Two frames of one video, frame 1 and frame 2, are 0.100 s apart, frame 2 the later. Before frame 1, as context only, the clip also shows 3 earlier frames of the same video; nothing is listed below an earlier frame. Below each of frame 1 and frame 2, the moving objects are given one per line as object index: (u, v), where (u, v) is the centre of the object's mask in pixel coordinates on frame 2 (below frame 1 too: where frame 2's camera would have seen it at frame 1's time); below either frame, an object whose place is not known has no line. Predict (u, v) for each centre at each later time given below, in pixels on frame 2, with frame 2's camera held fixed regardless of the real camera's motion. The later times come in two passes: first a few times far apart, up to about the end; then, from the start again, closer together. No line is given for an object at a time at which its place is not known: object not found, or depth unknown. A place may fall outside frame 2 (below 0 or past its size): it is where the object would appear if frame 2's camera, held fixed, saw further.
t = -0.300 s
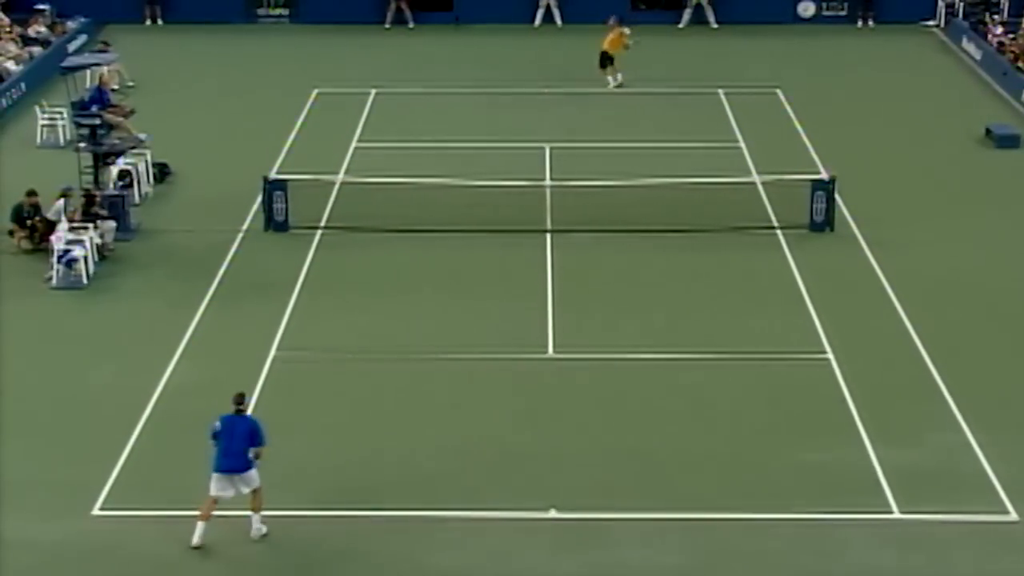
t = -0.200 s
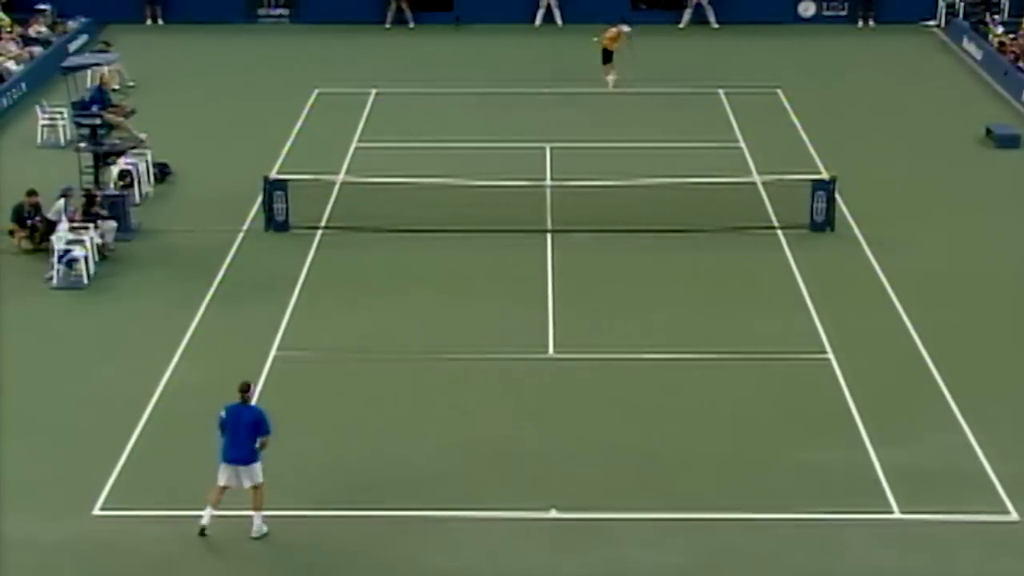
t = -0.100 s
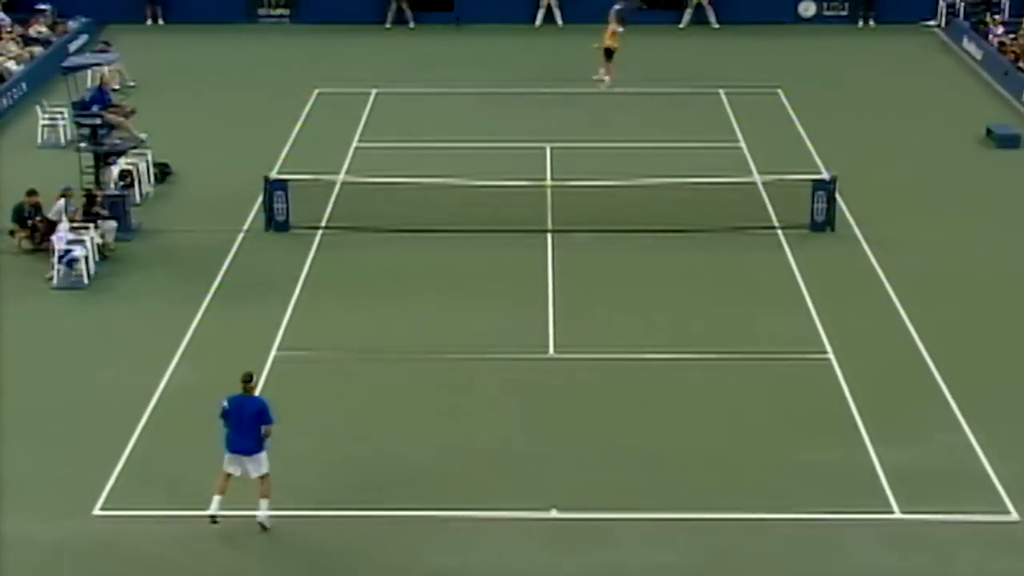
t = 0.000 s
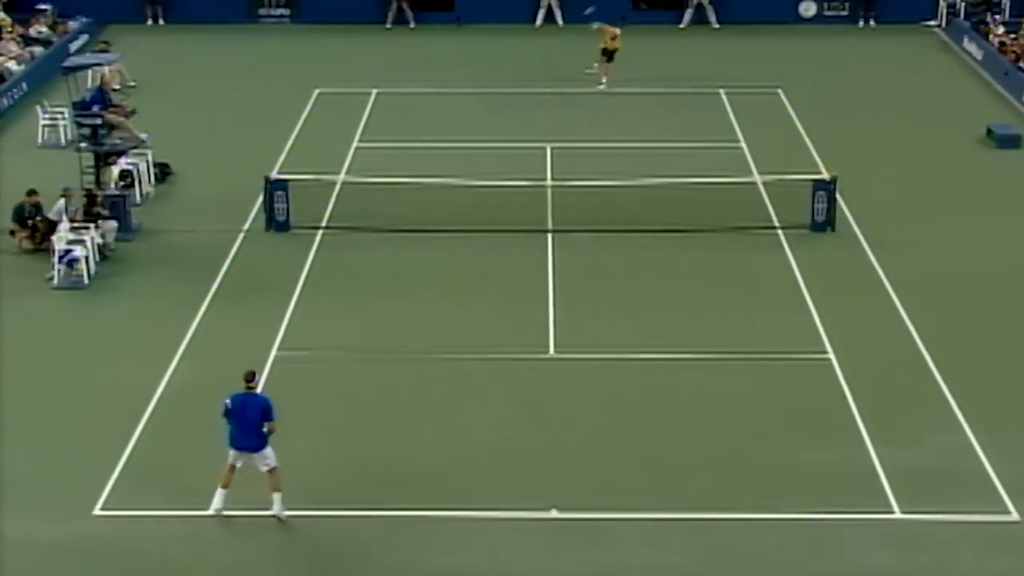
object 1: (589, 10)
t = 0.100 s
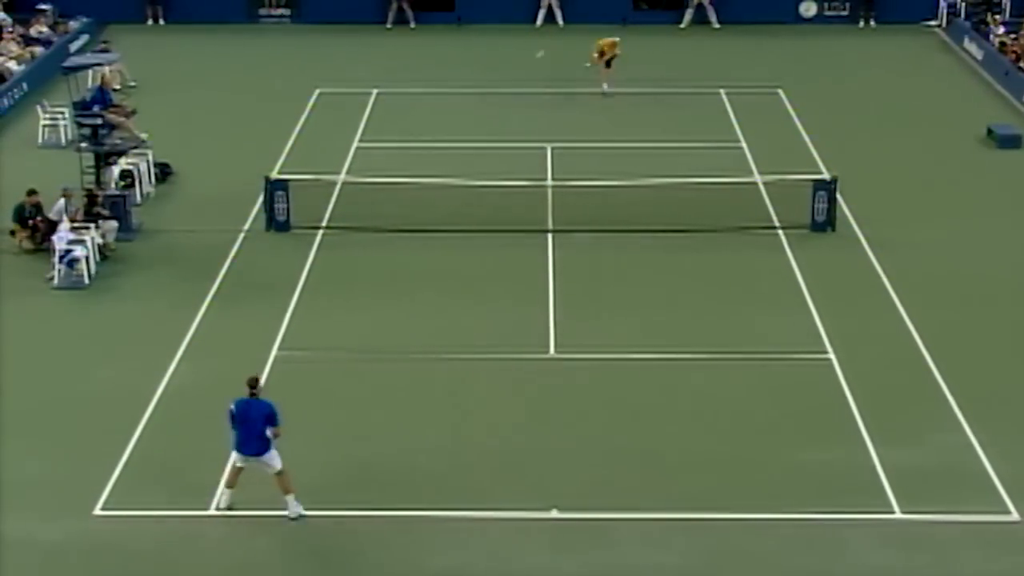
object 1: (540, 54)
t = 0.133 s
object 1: (524, 70)
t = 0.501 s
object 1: (351, 318)
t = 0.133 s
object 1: (524, 70)
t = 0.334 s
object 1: (428, 197)
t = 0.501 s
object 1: (351, 318)
